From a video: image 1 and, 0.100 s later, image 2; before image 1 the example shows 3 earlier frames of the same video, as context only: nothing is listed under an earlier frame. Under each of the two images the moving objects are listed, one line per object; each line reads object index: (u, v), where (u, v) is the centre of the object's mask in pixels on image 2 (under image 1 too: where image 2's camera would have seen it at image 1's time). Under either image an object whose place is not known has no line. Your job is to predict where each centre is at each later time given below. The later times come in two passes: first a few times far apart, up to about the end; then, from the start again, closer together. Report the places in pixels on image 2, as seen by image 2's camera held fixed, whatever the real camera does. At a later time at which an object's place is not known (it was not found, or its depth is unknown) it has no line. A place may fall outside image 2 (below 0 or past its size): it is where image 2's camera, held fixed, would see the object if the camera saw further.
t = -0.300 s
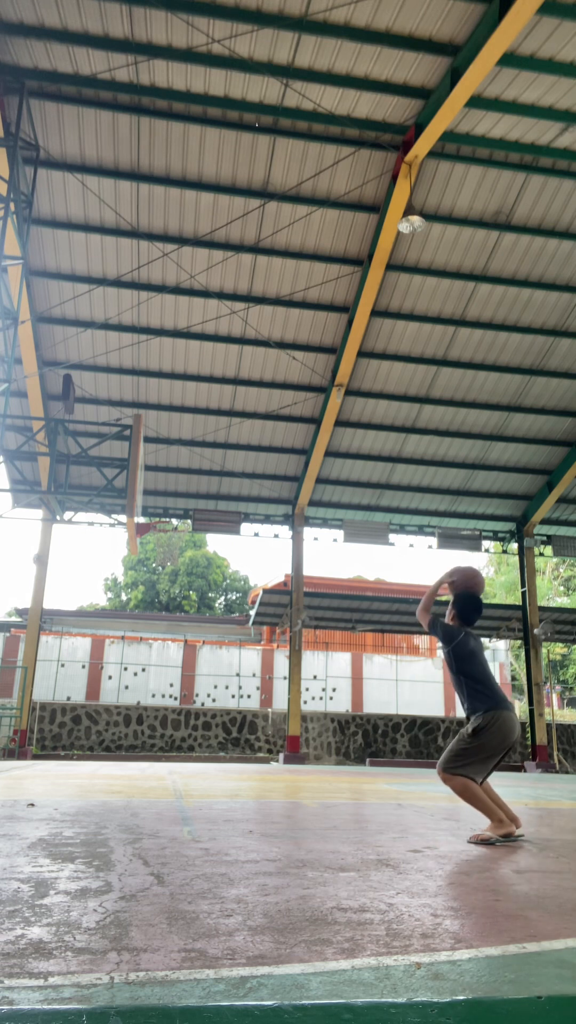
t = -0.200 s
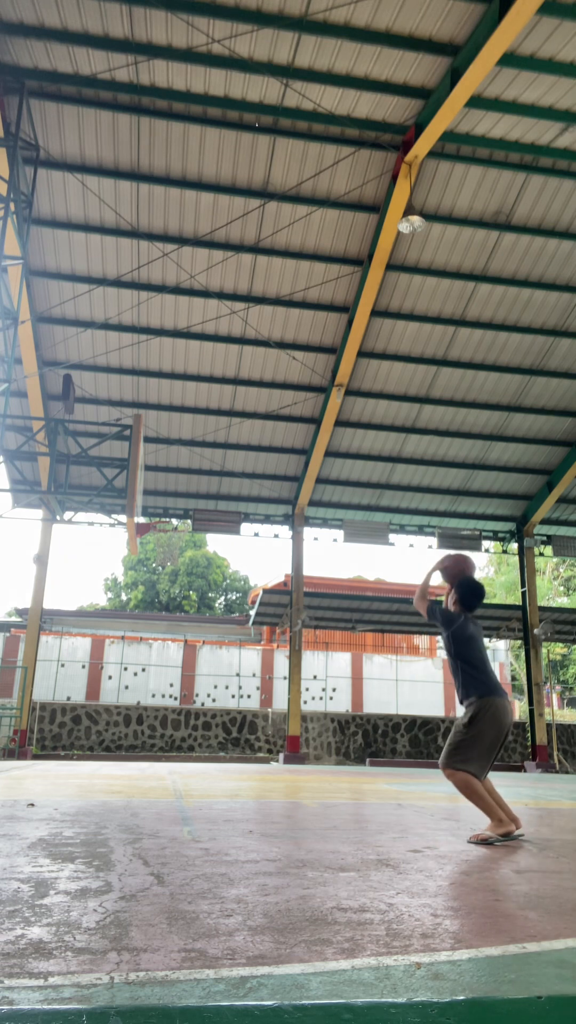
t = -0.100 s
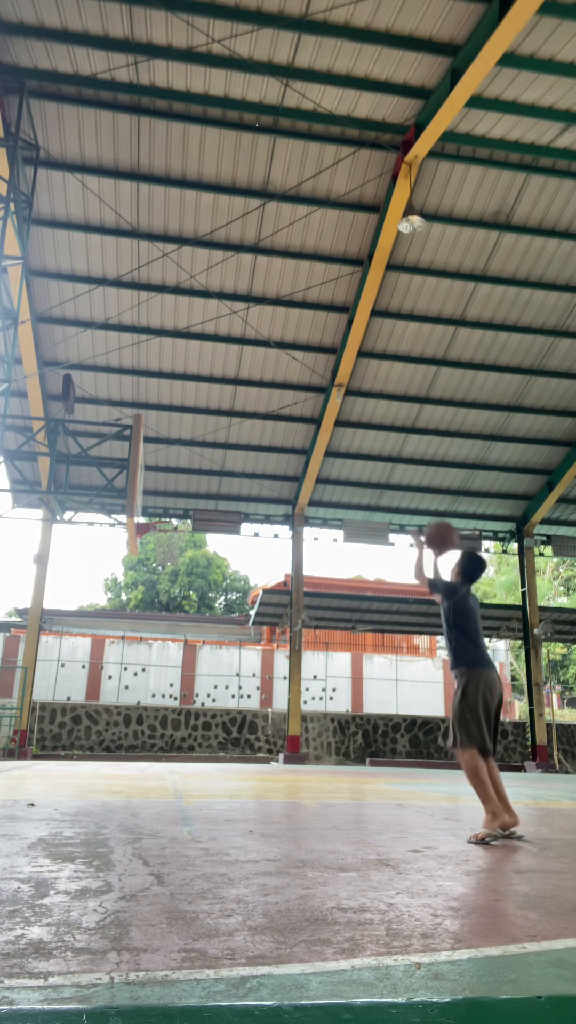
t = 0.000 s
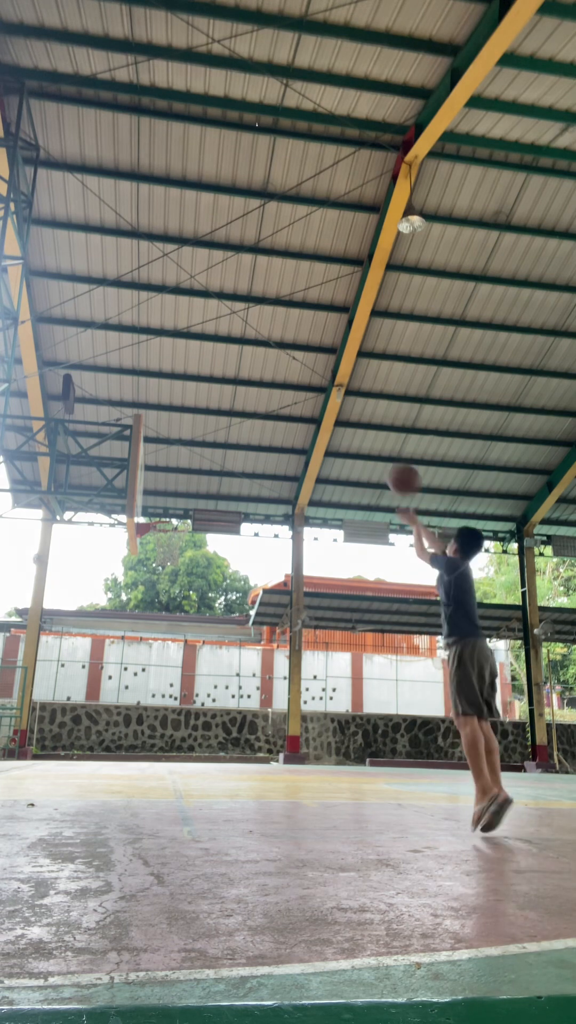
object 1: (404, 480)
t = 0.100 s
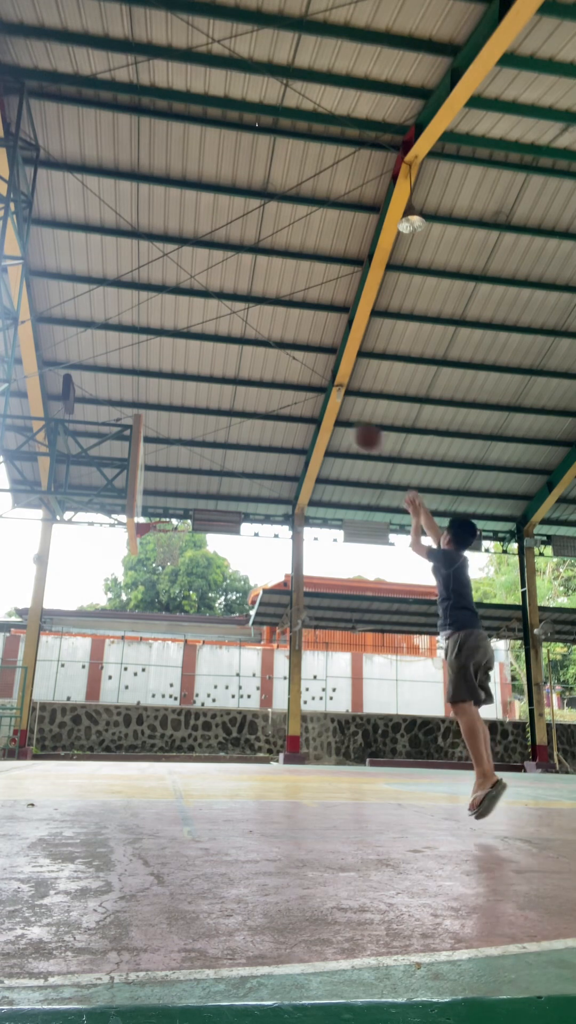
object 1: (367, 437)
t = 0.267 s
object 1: (317, 402)
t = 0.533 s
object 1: (255, 407)
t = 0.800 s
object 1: (205, 465)
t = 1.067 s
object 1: (168, 523)
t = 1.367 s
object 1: (155, 510)
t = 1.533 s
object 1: (147, 514)
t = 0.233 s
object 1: (326, 406)
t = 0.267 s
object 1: (317, 402)
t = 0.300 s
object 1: (309, 398)
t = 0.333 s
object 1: (300, 397)
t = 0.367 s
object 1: (293, 396)
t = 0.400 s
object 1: (285, 396)
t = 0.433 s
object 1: (277, 397)
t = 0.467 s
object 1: (270, 400)
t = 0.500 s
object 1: (263, 403)
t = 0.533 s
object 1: (255, 407)
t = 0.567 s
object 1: (248, 411)
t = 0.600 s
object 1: (242, 417)
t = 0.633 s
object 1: (235, 423)
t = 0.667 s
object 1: (229, 430)
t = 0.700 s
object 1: (223, 438)
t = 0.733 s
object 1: (216, 446)
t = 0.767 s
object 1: (210, 455)
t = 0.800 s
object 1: (205, 465)
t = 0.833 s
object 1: (198, 475)
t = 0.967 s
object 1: (177, 515)
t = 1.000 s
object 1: (174, 518)
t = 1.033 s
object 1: (170, 522)
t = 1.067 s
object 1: (168, 523)
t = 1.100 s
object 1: (167, 520)
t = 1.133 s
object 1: (165, 517)
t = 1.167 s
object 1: (163, 514)
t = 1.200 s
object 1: (162, 513)
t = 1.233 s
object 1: (160, 511)
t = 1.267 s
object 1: (159, 512)
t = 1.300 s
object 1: (156, 512)
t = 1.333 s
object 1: (155, 511)
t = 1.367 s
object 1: (155, 510)
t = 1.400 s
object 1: (153, 509)
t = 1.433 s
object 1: (152, 509)
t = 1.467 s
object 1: (150, 510)
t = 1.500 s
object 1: (149, 512)
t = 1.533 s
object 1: (147, 514)
